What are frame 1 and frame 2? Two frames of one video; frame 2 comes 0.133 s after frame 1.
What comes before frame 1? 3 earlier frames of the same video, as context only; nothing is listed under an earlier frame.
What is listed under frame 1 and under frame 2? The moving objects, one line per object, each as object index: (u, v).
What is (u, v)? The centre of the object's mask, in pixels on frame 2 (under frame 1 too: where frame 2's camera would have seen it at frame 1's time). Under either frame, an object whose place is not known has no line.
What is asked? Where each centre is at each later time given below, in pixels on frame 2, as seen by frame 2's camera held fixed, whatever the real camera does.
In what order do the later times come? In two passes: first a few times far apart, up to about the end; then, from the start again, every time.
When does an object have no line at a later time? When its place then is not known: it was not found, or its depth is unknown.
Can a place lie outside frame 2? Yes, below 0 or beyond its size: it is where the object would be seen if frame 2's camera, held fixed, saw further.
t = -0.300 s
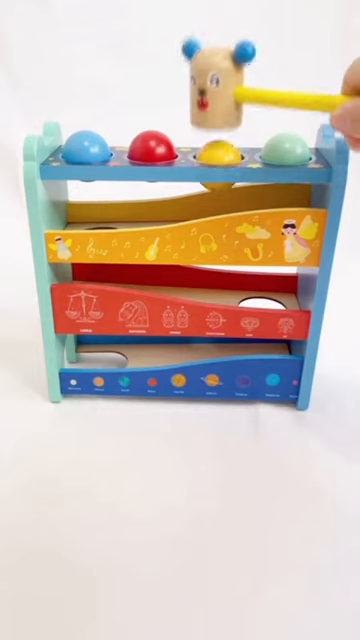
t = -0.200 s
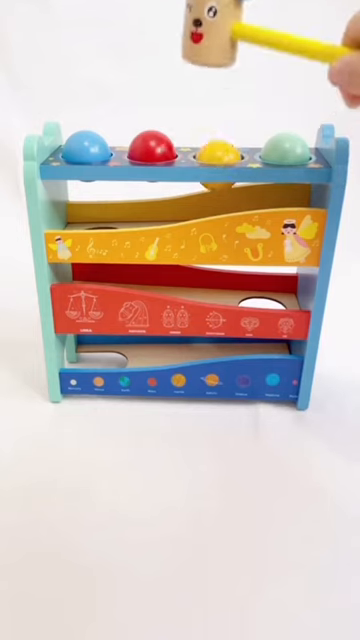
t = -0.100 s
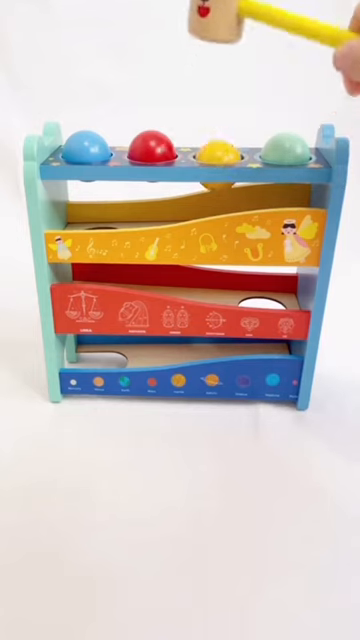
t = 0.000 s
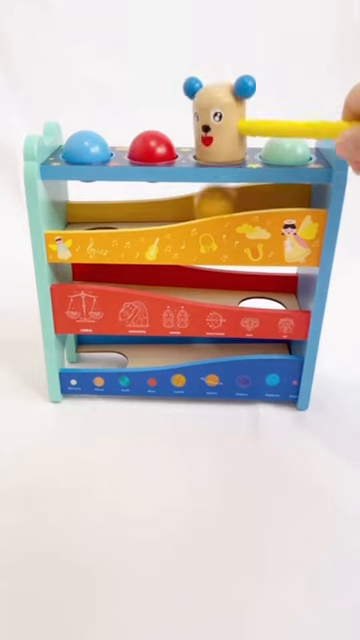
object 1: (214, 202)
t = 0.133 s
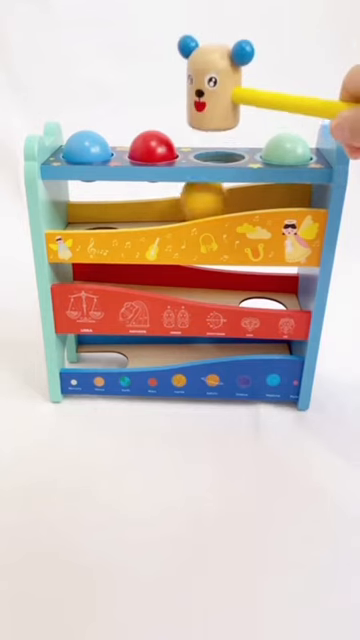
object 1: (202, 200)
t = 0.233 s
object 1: (184, 207)
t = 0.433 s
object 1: (140, 212)
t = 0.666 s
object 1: (89, 212)
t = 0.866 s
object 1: (110, 272)
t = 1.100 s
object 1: (170, 279)
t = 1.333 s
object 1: (240, 283)
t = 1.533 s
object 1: (274, 292)
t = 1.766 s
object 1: (258, 346)
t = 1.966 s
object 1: (254, 346)
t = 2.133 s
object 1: (242, 346)
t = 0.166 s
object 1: (197, 206)
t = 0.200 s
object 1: (191, 202)
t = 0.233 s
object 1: (184, 207)
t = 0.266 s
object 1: (178, 206)
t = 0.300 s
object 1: (171, 209)
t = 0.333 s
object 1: (164, 209)
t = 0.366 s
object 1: (157, 210)
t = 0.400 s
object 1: (149, 211)
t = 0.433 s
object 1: (140, 212)
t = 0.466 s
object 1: (131, 213)
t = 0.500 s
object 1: (121, 213)
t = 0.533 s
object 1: (112, 213)
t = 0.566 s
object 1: (101, 214)
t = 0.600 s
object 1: (90, 216)
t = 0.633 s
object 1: (85, 215)
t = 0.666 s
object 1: (89, 212)
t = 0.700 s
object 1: (96, 210)
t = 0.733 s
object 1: (101, 210)
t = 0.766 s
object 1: (104, 213)
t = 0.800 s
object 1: (101, 219)
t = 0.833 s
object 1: (98, 225)
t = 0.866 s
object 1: (110, 272)
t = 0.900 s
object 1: (119, 274)
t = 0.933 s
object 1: (127, 270)
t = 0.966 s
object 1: (134, 272)
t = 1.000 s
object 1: (143, 277)
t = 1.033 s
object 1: (152, 277)
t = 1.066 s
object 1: (161, 278)
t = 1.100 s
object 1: (170, 279)
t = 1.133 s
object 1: (179, 280)
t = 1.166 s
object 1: (188, 281)
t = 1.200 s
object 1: (198, 282)
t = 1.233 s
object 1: (208, 282)
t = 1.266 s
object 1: (218, 283)
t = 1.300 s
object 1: (229, 283)
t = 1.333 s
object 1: (240, 283)
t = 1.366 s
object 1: (252, 284)
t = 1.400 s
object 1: (265, 287)
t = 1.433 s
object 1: (278, 291)
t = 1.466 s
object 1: (283, 292)
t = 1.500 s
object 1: (280, 292)
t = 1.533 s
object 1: (274, 292)
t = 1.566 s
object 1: (264, 296)
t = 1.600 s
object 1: (258, 342)
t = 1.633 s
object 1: (258, 346)
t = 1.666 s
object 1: (260, 345)
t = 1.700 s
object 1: (260, 343)
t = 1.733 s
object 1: (259, 345)
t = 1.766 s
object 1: (258, 346)
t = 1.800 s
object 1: (258, 345)
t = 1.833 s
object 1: (257, 346)
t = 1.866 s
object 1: (257, 346)
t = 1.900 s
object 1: (256, 346)
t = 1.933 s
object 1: (254, 346)
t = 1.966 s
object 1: (254, 346)
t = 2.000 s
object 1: (251, 346)
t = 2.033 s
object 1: (250, 346)
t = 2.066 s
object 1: (247, 346)
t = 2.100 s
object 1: (245, 346)
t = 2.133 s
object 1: (242, 346)
